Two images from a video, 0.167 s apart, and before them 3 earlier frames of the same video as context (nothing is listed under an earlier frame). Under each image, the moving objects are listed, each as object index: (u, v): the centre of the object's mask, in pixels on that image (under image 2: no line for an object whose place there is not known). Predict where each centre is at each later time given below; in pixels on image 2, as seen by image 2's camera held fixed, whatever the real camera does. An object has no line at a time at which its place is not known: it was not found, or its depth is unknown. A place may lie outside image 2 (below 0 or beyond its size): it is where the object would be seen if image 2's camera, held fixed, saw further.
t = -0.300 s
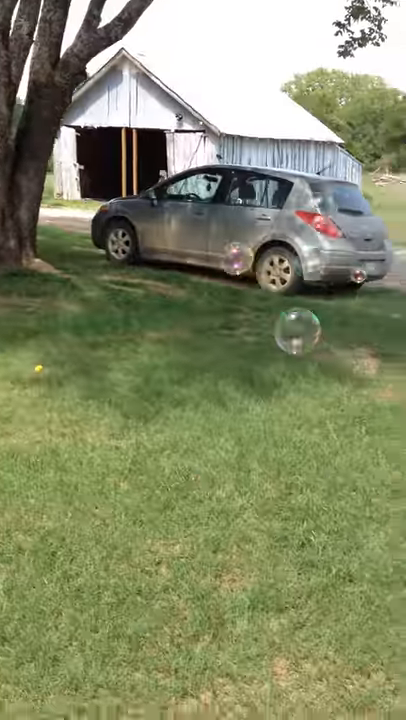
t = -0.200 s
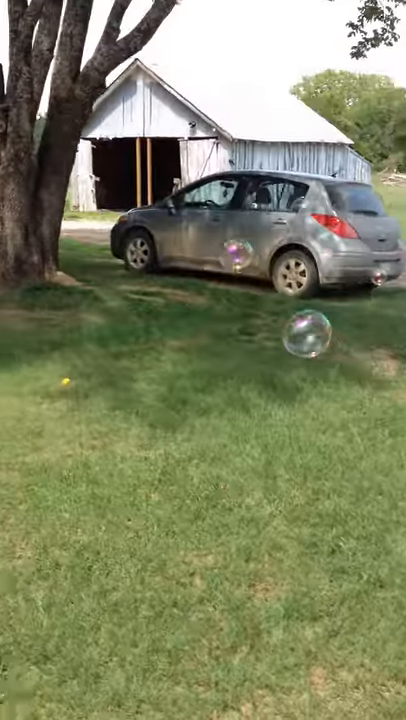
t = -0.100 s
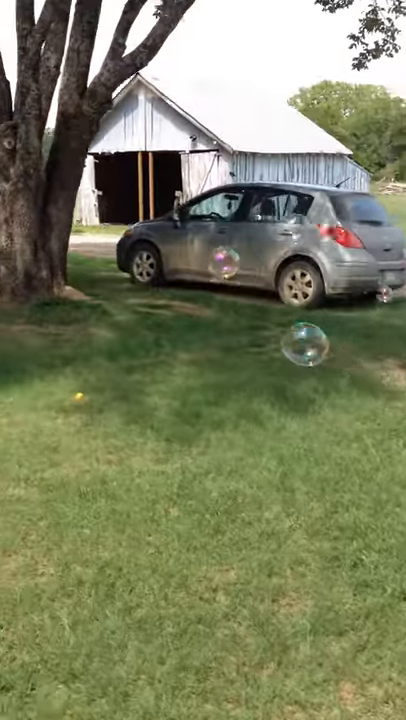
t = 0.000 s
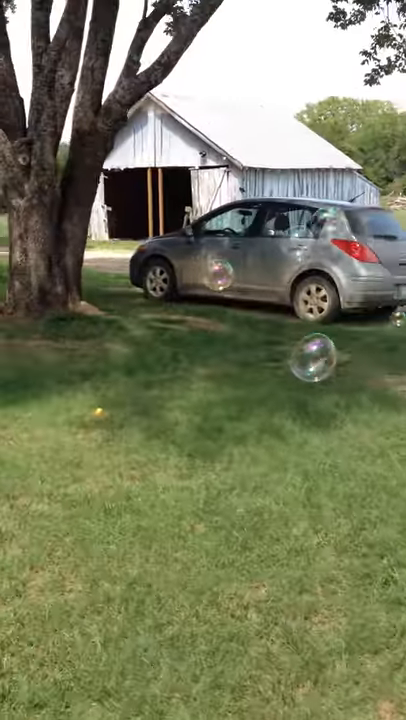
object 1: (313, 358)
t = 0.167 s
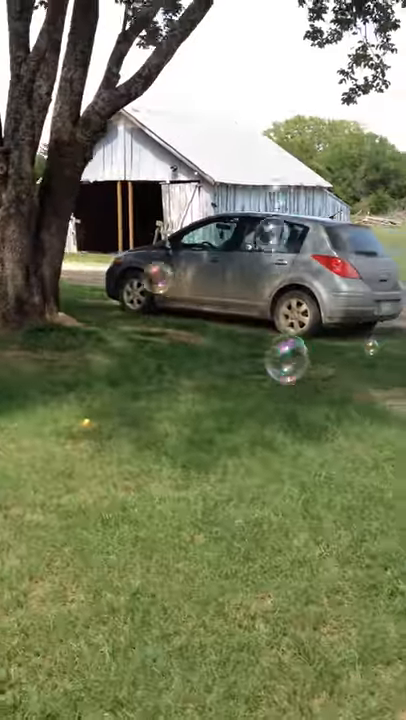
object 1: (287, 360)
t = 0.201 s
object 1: (284, 356)
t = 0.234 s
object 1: (282, 351)
